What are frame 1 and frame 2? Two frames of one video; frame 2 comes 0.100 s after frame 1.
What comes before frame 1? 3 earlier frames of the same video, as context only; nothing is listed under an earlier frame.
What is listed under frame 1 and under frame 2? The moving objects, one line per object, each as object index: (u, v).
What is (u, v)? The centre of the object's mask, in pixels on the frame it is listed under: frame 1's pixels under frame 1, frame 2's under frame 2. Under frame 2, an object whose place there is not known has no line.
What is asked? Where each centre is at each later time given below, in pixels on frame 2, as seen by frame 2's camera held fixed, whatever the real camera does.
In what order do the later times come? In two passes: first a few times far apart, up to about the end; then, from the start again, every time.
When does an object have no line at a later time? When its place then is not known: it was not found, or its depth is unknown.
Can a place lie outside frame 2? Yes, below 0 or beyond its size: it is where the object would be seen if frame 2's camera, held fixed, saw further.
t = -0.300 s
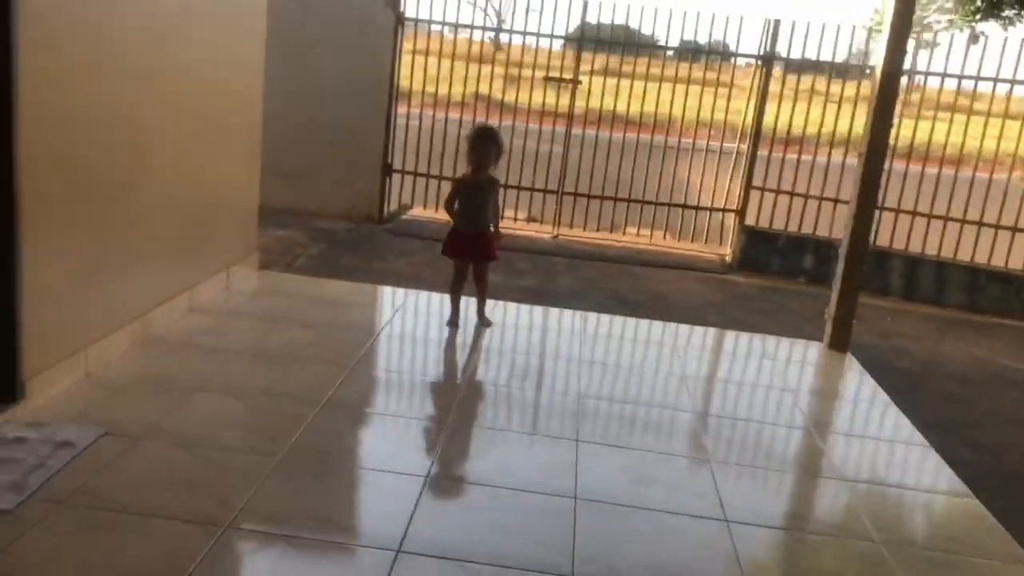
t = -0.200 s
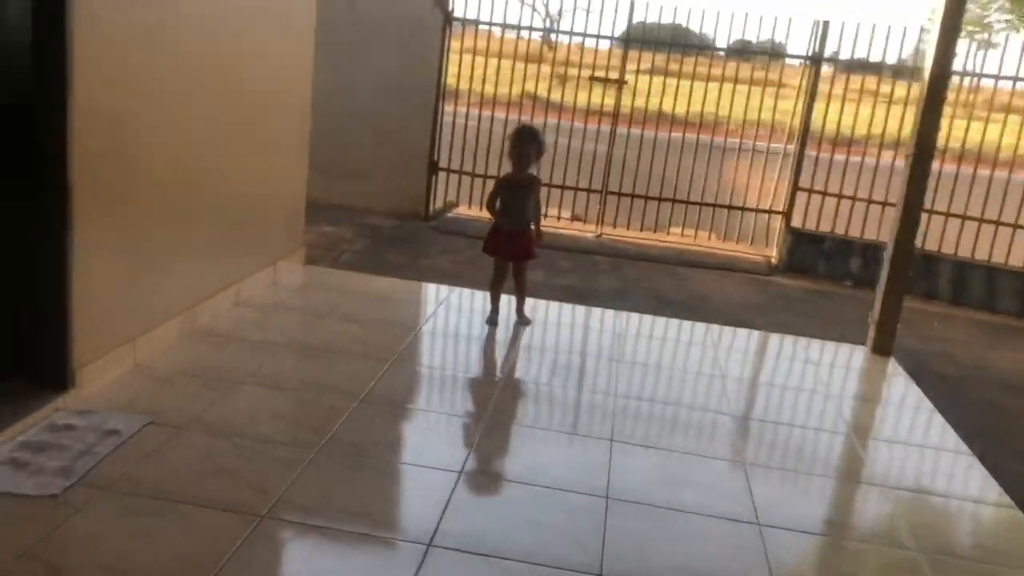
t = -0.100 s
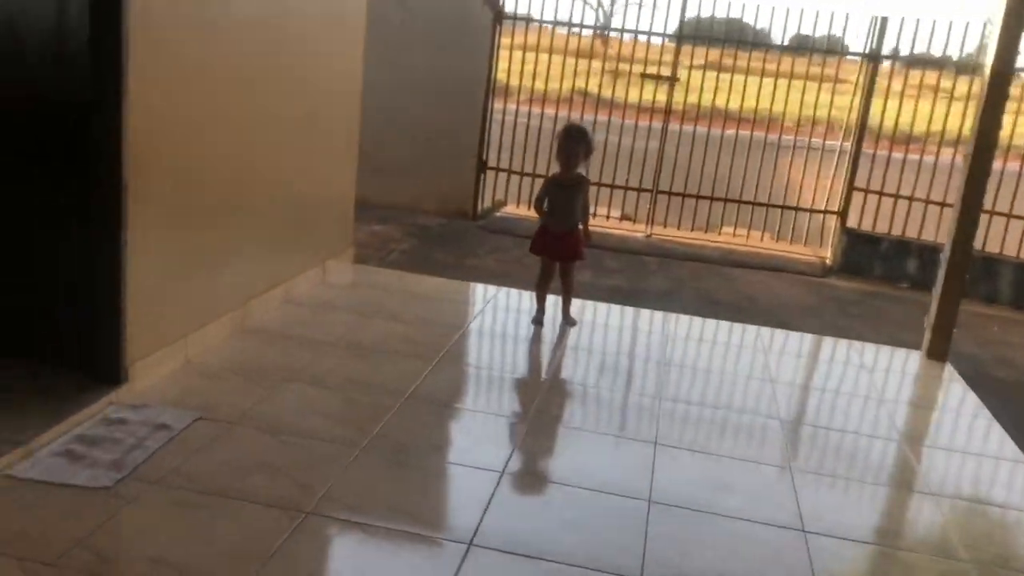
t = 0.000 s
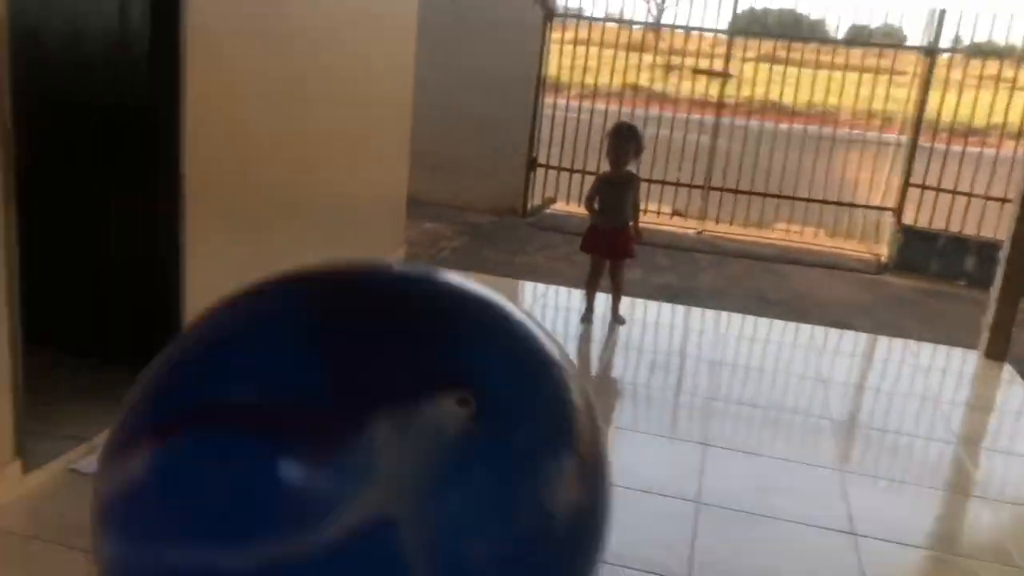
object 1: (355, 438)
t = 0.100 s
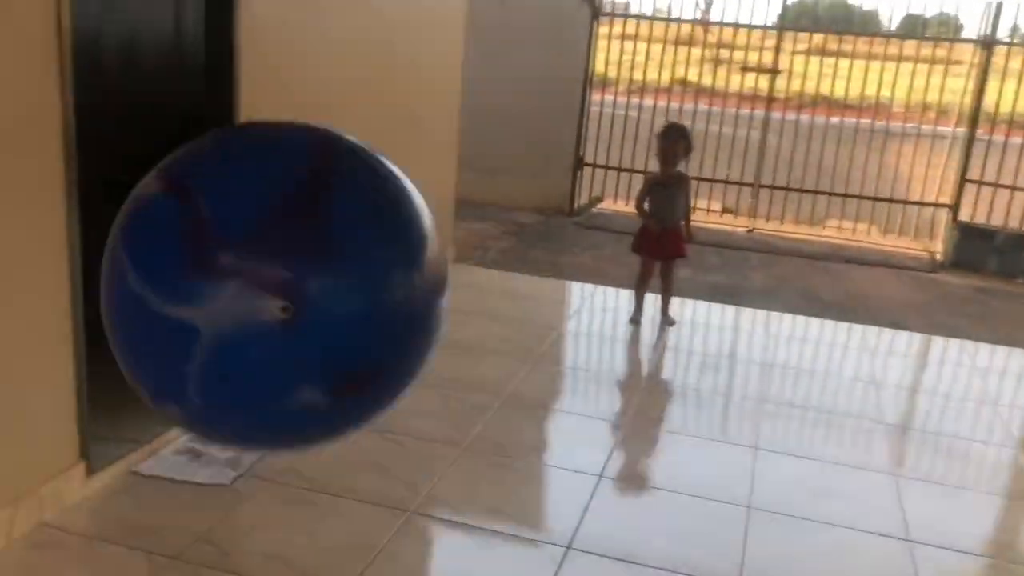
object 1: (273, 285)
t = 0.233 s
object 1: (201, 207)
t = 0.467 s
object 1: (150, 292)
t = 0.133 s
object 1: (249, 250)
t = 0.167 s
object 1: (228, 227)
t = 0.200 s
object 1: (213, 213)
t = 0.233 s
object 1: (201, 207)
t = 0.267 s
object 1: (190, 208)
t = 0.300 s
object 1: (182, 214)
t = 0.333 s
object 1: (174, 223)
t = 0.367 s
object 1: (168, 237)
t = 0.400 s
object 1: (163, 253)
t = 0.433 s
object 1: (156, 271)
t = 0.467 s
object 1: (150, 292)
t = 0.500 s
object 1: (145, 316)
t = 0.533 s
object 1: (138, 339)
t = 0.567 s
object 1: (133, 365)
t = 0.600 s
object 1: (128, 392)
